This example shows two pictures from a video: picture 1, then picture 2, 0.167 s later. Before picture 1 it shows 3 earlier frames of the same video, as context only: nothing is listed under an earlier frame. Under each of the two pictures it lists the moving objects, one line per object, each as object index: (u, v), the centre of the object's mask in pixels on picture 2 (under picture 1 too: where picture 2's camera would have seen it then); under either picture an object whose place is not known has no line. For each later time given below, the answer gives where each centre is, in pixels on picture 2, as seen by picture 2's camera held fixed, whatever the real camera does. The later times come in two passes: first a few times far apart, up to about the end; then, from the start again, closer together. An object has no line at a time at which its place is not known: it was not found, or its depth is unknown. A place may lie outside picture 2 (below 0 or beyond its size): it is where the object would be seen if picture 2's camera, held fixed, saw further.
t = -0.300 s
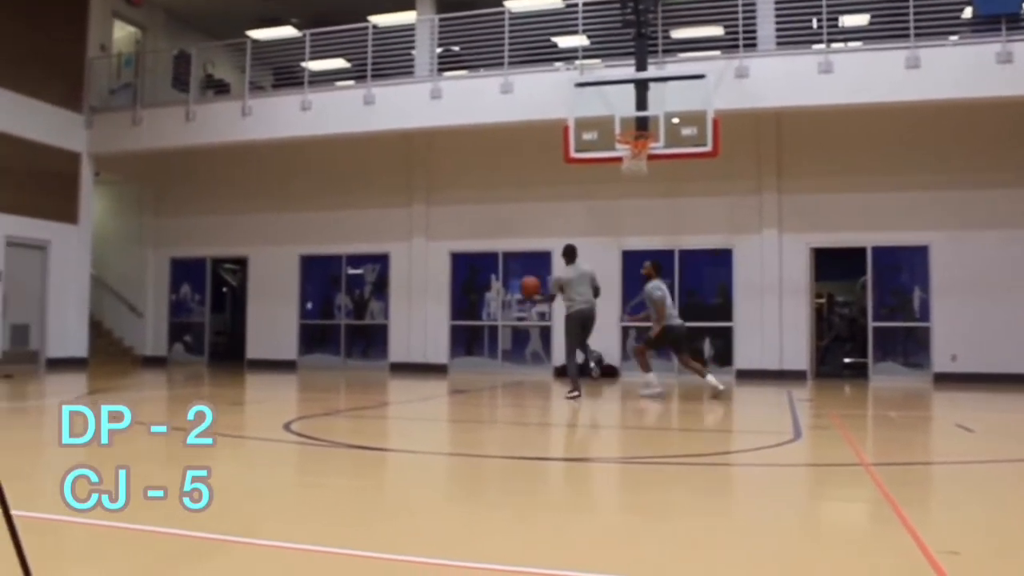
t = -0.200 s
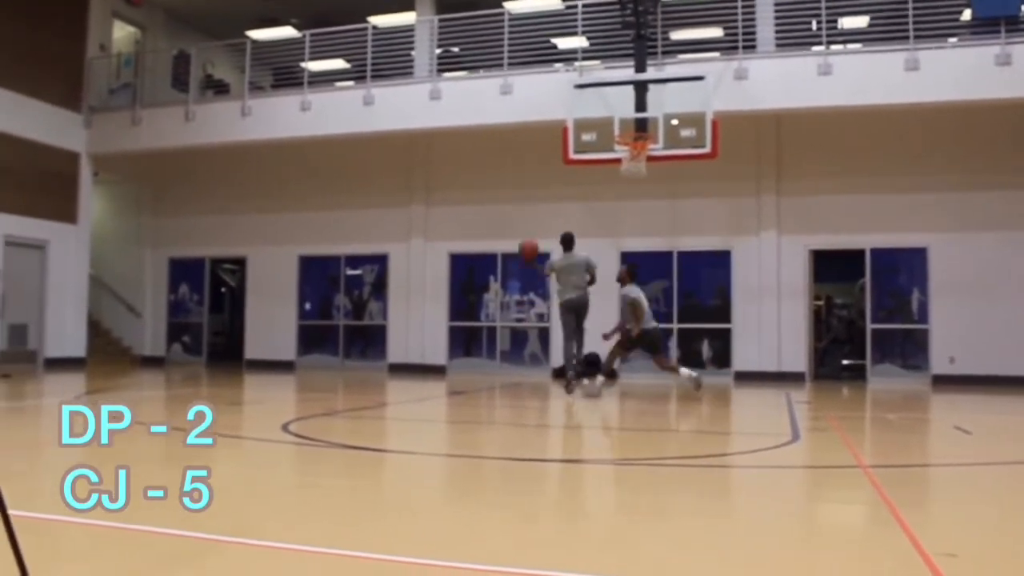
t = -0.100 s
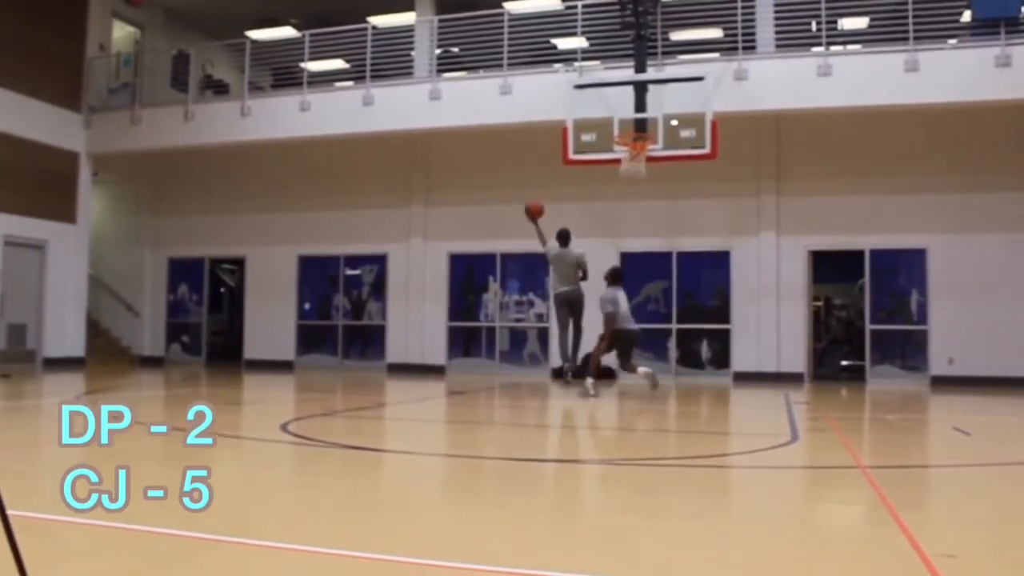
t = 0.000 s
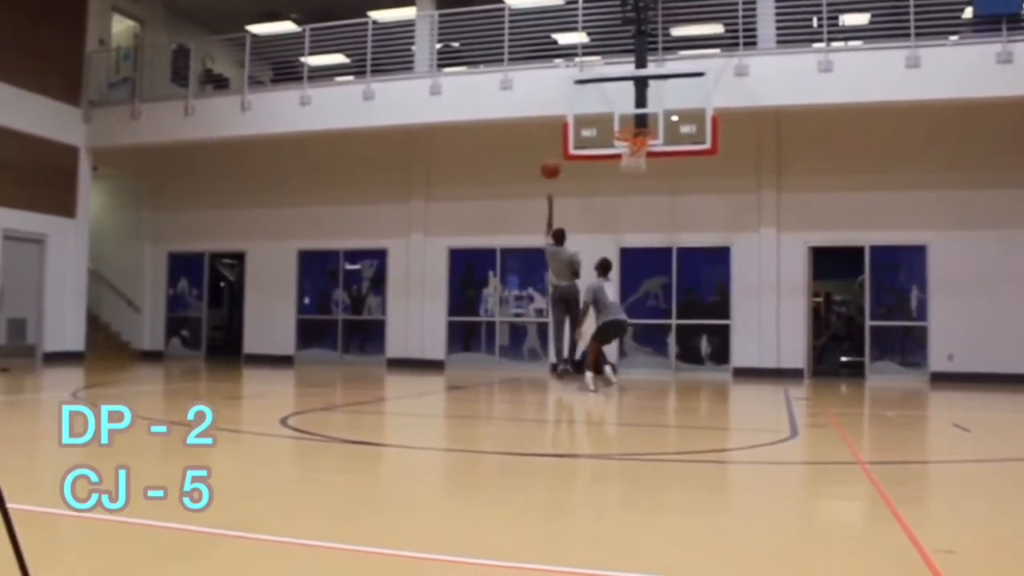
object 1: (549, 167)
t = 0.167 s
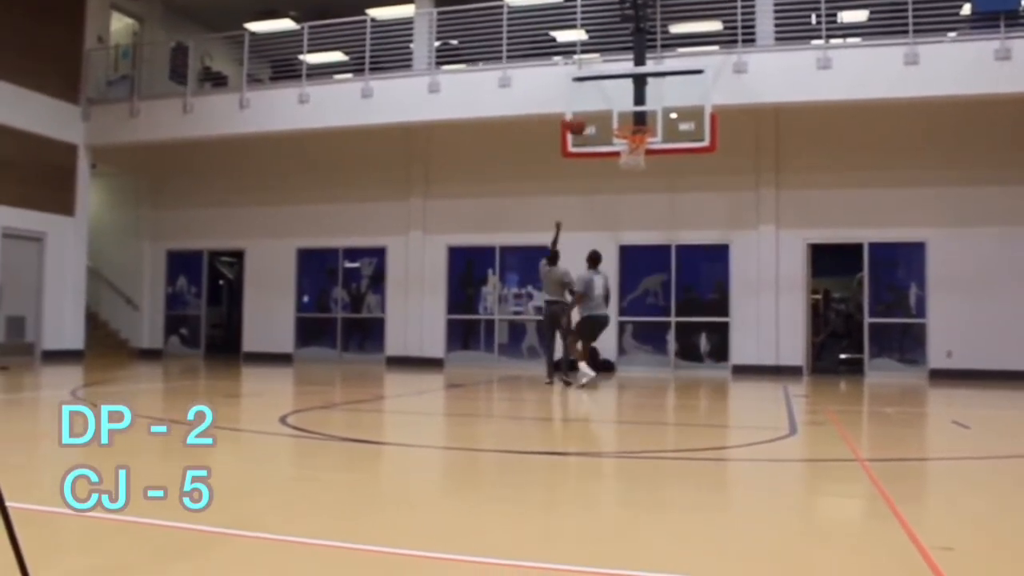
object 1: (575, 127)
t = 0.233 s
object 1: (586, 116)
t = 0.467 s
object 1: (609, 102)
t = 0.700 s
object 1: (625, 121)
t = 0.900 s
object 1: (639, 137)
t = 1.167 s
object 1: (622, 183)
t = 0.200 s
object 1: (581, 121)
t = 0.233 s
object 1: (586, 116)
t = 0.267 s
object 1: (592, 113)
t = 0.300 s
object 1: (597, 110)
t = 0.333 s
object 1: (601, 108)
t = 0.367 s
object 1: (603, 106)
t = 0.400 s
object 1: (605, 103)
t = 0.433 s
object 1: (607, 102)
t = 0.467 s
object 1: (609, 102)
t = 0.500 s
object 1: (611, 102)
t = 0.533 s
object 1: (614, 103)
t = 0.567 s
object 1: (616, 106)
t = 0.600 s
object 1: (618, 109)
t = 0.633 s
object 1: (620, 112)
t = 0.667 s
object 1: (623, 117)
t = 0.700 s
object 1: (625, 121)
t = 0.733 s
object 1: (628, 121)
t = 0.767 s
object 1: (631, 122)
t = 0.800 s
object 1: (635, 126)
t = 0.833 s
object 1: (637, 128)
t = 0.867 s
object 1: (640, 134)
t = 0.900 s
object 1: (639, 137)
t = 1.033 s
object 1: (630, 154)
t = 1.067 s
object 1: (627, 161)
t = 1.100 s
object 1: (626, 168)
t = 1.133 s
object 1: (624, 174)
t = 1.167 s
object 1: (622, 183)
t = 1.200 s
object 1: (621, 193)
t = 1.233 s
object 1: (619, 202)
